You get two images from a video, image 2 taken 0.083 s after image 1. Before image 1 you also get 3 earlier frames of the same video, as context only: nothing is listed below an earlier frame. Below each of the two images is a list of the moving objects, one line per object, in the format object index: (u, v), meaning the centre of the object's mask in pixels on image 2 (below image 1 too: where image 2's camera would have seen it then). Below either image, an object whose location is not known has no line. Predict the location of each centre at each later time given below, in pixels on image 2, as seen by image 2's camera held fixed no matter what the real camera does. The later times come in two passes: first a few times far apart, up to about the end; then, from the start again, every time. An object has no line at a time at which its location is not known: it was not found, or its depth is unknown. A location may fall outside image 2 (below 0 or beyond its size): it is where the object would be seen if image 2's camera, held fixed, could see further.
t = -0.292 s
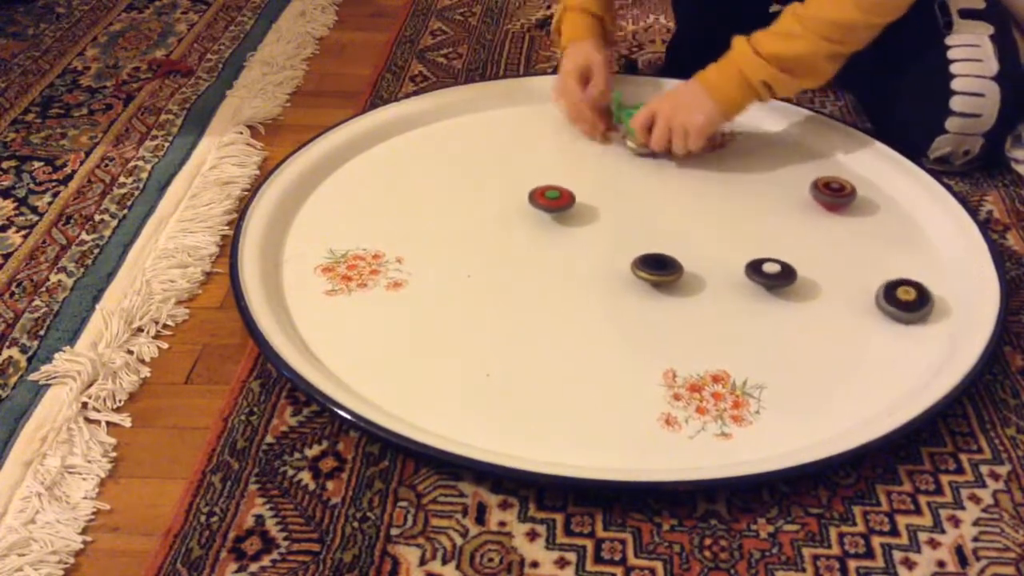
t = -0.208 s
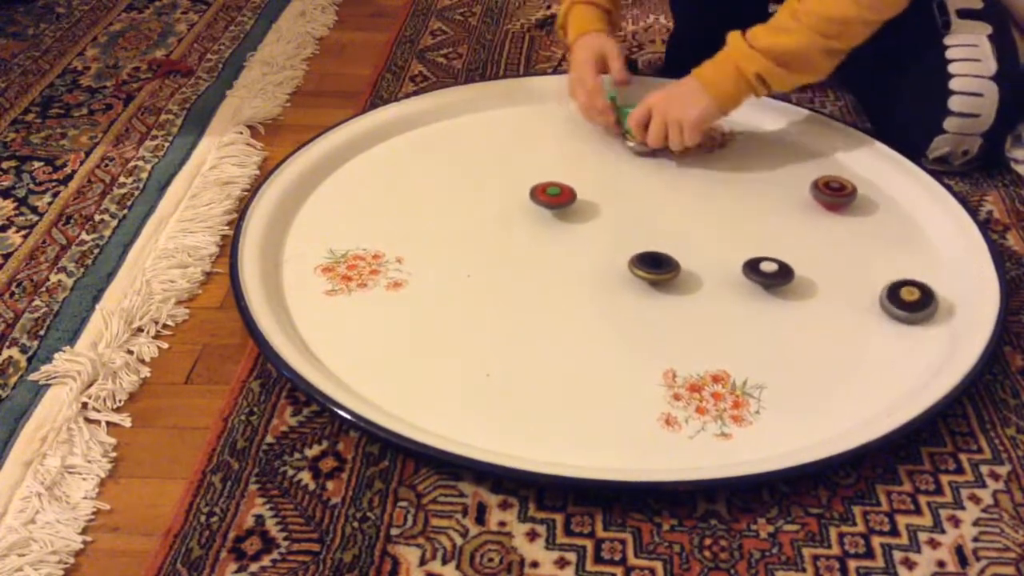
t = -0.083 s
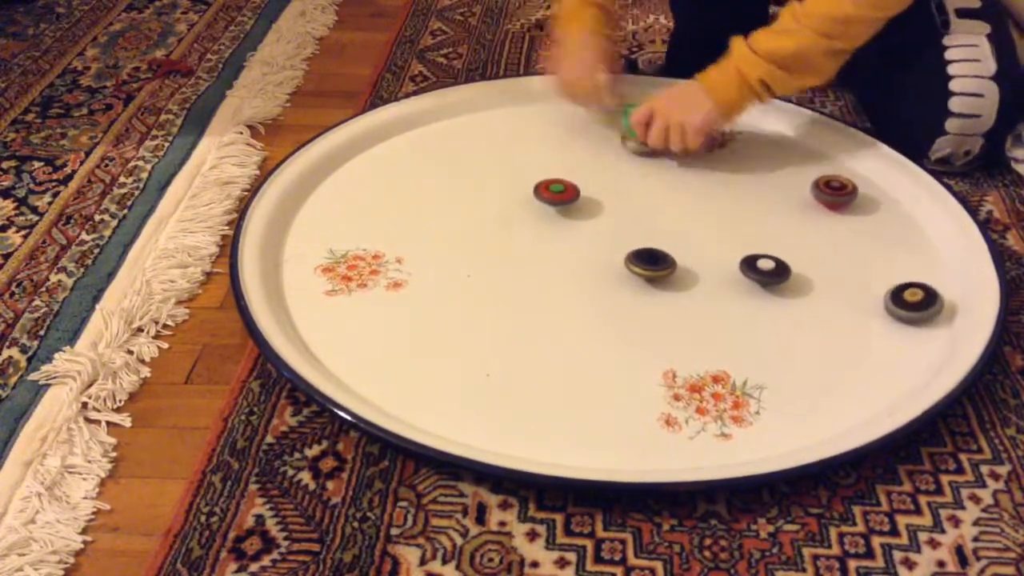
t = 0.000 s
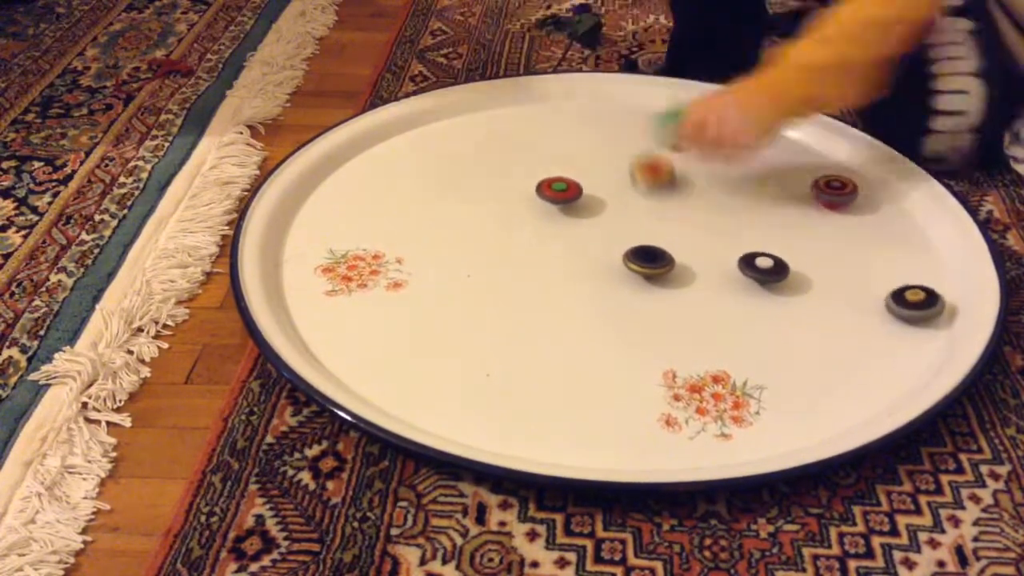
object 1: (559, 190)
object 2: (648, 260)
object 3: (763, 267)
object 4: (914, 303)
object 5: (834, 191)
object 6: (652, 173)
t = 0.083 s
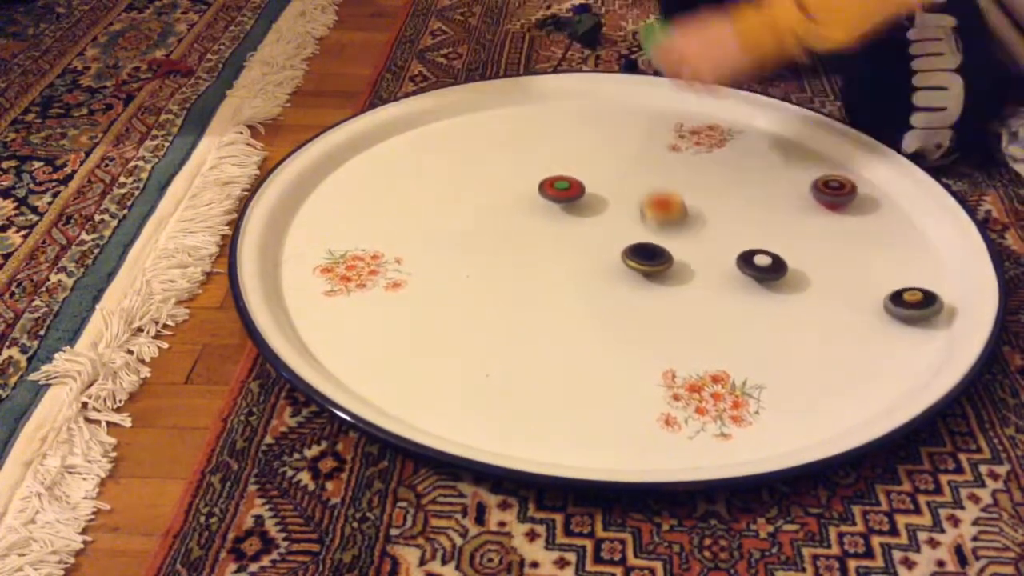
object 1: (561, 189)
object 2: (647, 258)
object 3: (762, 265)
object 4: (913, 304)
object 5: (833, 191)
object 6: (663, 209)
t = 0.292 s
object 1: (574, 184)
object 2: (624, 262)
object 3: (775, 264)
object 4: (906, 304)
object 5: (831, 192)
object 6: (705, 252)
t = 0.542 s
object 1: (584, 186)
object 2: (596, 266)
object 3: (817, 274)
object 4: (900, 299)
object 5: (825, 192)
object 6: (702, 262)
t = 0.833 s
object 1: (603, 197)
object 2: (568, 261)
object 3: (841, 292)
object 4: (906, 293)
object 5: (814, 190)
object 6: (700, 281)
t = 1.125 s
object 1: (629, 213)
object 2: (553, 250)
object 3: (831, 310)
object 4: (915, 295)
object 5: (806, 187)
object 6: (688, 298)
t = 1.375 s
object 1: (649, 229)
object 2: (552, 239)
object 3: (802, 315)
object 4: (912, 297)
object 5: (804, 184)
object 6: (667, 307)
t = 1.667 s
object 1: (667, 251)
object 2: (566, 229)
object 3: (766, 303)
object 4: (904, 293)
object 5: (804, 184)
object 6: (632, 311)
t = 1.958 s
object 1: (681, 273)
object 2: (591, 225)
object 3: (751, 283)
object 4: (907, 287)
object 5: (802, 185)
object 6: (593, 308)
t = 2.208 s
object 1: (691, 292)
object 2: (616, 227)
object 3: (761, 266)
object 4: (915, 287)
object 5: (795, 186)
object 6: (564, 301)
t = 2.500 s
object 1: (695, 311)
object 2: (643, 237)
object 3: (792, 258)
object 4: (914, 290)
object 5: (786, 185)
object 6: (540, 284)
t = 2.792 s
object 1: (696, 317)
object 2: (663, 253)
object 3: (828, 265)
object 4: (905, 285)
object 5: (777, 183)
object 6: (532, 266)
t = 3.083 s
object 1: (698, 315)
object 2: (674, 272)
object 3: (849, 281)
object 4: (909, 280)
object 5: (774, 181)
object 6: (537, 248)
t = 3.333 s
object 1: (701, 317)
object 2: (673, 281)
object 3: (844, 294)
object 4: (917, 281)
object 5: (772, 181)
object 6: (549, 234)
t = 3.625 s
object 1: (705, 324)
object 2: (660, 279)
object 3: (815, 298)
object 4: (915, 283)
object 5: (770, 182)
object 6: (572, 220)
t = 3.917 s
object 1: (707, 319)
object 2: (651, 274)
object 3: (783, 287)
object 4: (906, 279)
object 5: (764, 183)
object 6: (601, 212)
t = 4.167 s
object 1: (709, 312)
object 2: (646, 267)
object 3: (770, 271)
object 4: (909, 275)
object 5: (759, 183)
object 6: (629, 211)
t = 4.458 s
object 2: (648, 257)
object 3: (778, 254)
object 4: (917, 275)
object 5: (754, 182)
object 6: (666, 216)
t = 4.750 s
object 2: (654, 248)
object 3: (805, 246)
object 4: (913, 276)
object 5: (751, 182)
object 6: (701, 227)
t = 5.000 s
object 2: (663, 243)
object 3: (833, 251)
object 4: (907, 273)
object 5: (749, 183)
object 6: (720, 231)
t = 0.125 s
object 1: (563, 188)
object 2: (646, 256)
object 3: (760, 264)
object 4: (912, 304)
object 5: (833, 191)
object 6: (669, 225)
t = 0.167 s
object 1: (565, 186)
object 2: (644, 256)
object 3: (760, 262)
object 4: (911, 304)
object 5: (833, 191)
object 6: (676, 236)
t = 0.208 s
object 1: (568, 184)
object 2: (636, 259)
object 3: (760, 261)
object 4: (909, 304)
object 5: (832, 191)
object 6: (693, 246)
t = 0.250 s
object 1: (572, 184)
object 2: (629, 261)
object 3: (761, 260)
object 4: (908, 304)
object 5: (832, 191)
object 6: (709, 252)
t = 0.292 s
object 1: (574, 184)
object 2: (624, 262)
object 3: (775, 264)
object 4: (906, 304)
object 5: (831, 192)
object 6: (705, 252)
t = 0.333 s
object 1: (577, 184)
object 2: (619, 264)
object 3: (786, 266)
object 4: (904, 303)
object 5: (831, 192)
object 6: (701, 252)
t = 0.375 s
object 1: (578, 185)
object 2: (614, 265)
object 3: (794, 268)
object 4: (904, 303)
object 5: (830, 192)
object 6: (700, 253)
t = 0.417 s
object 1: (579, 185)
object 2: (610, 265)
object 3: (800, 269)
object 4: (902, 302)
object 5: (829, 192)
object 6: (700, 255)
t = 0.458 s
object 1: (581, 186)
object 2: (605, 266)
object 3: (806, 271)
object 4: (901, 301)
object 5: (827, 192)
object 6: (700, 258)
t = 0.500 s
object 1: (582, 186)
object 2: (601, 266)
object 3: (812, 273)
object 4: (900, 300)
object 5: (826, 192)
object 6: (701, 260)
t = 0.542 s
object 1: (584, 186)
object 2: (596, 266)
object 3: (817, 274)
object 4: (900, 299)
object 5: (825, 192)
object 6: (702, 262)
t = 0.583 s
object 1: (586, 187)
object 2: (591, 266)
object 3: (822, 276)
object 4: (900, 298)
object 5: (823, 192)
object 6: (702, 265)
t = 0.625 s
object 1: (588, 188)
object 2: (587, 265)
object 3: (826, 278)
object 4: (900, 297)
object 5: (822, 192)
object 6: (702, 268)
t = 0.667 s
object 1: (591, 189)
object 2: (583, 264)
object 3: (830, 281)
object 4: (900, 296)
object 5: (820, 192)
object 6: (702, 270)
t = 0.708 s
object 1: (594, 191)
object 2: (579, 264)
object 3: (834, 284)
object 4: (901, 295)
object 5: (818, 191)
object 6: (702, 273)
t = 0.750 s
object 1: (597, 193)
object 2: (575, 263)
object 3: (837, 287)
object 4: (902, 294)
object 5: (817, 191)
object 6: (701, 276)
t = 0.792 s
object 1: (600, 195)
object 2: (571, 262)
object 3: (839, 290)
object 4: (904, 294)
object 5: (815, 191)
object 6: (701, 278)
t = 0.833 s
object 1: (603, 197)
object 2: (568, 261)
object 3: (841, 292)
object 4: (906, 293)
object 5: (814, 190)
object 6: (700, 281)
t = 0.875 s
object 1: (607, 199)
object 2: (565, 260)
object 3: (842, 295)
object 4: (907, 293)
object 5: (813, 190)
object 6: (699, 284)
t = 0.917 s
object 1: (610, 201)
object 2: (562, 258)
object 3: (842, 298)
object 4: (909, 293)
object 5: (811, 189)
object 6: (698, 286)
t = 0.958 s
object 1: (614, 203)
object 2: (560, 257)
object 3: (841, 301)
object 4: (911, 294)
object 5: (810, 189)
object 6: (697, 289)
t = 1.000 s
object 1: (618, 206)
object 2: (557, 255)
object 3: (840, 304)
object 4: (912, 294)
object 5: (808, 188)
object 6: (695, 291)
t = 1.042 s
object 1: (621, 208)
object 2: (556, 253)
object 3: (838, 306)
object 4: (914, 294)
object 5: (808, 188)
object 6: (693, 293)
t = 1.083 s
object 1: (625, 210)
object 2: (554, 252)
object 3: (835, 308)
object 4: (915, 295)
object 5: (807, 187)
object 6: (691, 296)
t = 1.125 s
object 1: (629, 213)
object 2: (553, 250)
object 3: (831, 310)
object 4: (915, 295)
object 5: (806, 187)
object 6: (688, 298)
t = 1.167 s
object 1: (632, 216)
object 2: (552, 248)
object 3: (827, 312)
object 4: (916, 295)
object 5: (805, 186)
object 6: (685, 299)
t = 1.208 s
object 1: (636, 218)
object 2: (551, 246)
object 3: (823, 313)
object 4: (916, 296)
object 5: (805, 186)
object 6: (682, 301)
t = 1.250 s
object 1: (639, 221)
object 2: (551, 244)
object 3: (818, 314)
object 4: (915, 297)
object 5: (804, 185)
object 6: (679, 303)
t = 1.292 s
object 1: (642, 224)
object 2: (551, 243)
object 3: (813, 315)
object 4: (915, 297)
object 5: (804, 185)
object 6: (675, 304)
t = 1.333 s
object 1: (646, 226)
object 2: (552, 241)
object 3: (808, 315)
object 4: (913, 297)
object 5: (804, 185)
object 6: (671, 305)
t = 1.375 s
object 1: (649, 229)
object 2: (552, 239)
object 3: (802, 315)
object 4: (912, 297)
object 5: (804, 184)
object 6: (667, 307)
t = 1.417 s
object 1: (652, 232)
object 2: (553, 237)
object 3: (797, 314)
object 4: (912, 297)
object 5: (804, 184)
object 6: (663, 308)
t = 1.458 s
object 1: (655, 235)
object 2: (555, 236)
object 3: (791, 313)
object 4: (909, 297)
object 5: (804, 184)
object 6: (658, 309)
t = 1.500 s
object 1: (657, 238)
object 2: (556, 234)
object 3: (786, 312)
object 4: (907, 296)
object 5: (804, 184)
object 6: (653, 310)
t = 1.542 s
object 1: (659, 241)
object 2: (558, 233)
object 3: (780, 310)
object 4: (907, 295)
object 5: (804, 184)
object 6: (648, 310)
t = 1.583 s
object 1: (662, 244)
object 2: (561, 231)
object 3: (775, 308)
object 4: (905, 294)
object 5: (804, 183)
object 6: (643, 310)
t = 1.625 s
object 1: (664, 247)
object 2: (563, 230)
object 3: (770, 306)
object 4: (904, 294)
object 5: (804, 184)
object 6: (637, 311)
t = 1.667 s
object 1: (667, 251)
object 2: (566, 229)
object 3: (766, 303)
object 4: (904, 293)
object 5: (804, 184)
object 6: (632, 311)
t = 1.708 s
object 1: (669, 254)
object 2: (569, 228)
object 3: (762, 301)
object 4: (903, 292)
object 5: (804, 184)
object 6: (627, 311)
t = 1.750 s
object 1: (671, 257)
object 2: (573, 227)
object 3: (759, 298)
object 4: (903, 290)
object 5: (804, 184)
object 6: (621, 311)
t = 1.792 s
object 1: (674, 260)
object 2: (576, 226)
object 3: (756, 295)
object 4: (903, 290)
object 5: (803, 184)
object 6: (615, 311)
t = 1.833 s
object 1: (676, 263)
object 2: (579, 226)
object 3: (754, 292)
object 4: (903, 289)
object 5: (803, 184)
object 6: (610, 310)
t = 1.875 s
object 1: (678, 267)
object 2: (583, 225)
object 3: (752, 289)
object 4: (904, 288)
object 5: (803, 185)
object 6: (604, 310)
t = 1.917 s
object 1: (680, 270)
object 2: (587, 225)
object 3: (751, 286)
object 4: (905, 288)
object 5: (802, 185)
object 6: (599, 309)
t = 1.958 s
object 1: (681, 273)
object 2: (591, 225)
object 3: (751, 283)
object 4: (907, 287)
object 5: (802, 185)
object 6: (593, 308)
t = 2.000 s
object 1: (683, 276)
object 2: (595, 225)
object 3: (751, 279)
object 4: (909, 287)
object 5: (800, 185)
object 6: (588, 307)
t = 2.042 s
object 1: (685, 279)
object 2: (599, 225)
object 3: (752, 276)
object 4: (910, 287)
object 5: (800, 185)
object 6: (583, 306)
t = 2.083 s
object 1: (686, 282)
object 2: (603, 225)
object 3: (753, 273)
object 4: (912, 287)
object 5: (799, 185)
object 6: (578, 305)
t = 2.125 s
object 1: (688, 286)
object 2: (607, 226)
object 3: (755, 271)
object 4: (914, 287)
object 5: (798, 185)
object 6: (573, 304)
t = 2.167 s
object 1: (689, 289)
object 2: (611, 226)
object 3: (758, 268)
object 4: (914, 287)
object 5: (796, 186)
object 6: (568, 303)
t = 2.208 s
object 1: (691, 292)
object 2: (616, 227)
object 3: (761, 266)
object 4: (915, 287)
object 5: (795, 186)
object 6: (564, 301)
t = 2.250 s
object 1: (692, 295)
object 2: (620, 228)
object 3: (764, 264)
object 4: (917, 288)
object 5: (794, 185)
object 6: (560, 299)
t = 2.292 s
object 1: (692, 297)
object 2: (624, 229)
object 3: (768, 262)
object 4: (917, 288)
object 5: (792, 185)
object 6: (556, 297)
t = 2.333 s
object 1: (693, 300)
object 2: (628, 230)
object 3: (772, 261)
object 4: (916, 289)
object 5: (791, 186)
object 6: (552, 295)
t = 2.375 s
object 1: (694, 303)
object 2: (632, 232)
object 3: (777, 259)
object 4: (917, 289)
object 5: (790, 185)
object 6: (549, 292)
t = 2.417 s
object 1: (695, 306)
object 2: (635, 233)
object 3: (782, 259)
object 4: (915, 289)
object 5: (788, 185)
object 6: (545, 290)
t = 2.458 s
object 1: (695, 308)
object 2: (639, 235)
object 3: (787, 258)
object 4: (915, 290)
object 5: (787, 185)
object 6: (542, 287)
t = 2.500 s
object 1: (695, 311)
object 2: (643, 237)
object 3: (792, 258)
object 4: (914, 290)
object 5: (786, 185)
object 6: (540, 284)
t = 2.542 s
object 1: (695, 313)
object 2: (646, 239)
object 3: (797, 258)
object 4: (912, 289)
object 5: (785, 185)
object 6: (538, 282)
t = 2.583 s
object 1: (695, 315)
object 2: (649, 241)
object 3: (803, 258)
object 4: (910, 289)
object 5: (783, 184)
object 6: (537, 279)
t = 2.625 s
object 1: (695, 316)
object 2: (652, 243)
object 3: (808, 259)
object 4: (910, 288)
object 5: (782, 184)
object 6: (535, 277)
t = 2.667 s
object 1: (695, 317)
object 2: (655, 245)
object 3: (814, 260)
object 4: (908, 288)
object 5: (781, 183)
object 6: (534, 274)
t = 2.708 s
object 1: (695, 317)
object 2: (657, 248)
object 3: (819, 261)
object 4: (907, 287)
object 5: (780, 183)
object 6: (533, 272)
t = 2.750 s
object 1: (696, 317)
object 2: (660, 250)
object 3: (824, 263)
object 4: (906, 286)
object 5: (779, 183)
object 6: (532, 269)
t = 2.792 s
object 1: (696, 317)
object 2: (663, 253)
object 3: (828, 265)
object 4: (905, 285)
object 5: (777, 183)
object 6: (532, 266)
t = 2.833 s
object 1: (697, 317)
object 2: (665, 256)
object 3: (832, 267)
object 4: (905, 285)
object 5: (777, 182)
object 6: (532, 264)
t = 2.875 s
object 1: (697, 317)
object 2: (667, 258)
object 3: (836, 269)
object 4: (905, 284)
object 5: (776, 182)
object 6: (532, 261)
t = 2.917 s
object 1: (698, 317)
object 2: (669, 261)
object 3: (840, 271)
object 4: (905, 283)
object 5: (776, 182)
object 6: (532, 258)
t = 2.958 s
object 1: (698, 317)
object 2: (670, 264)
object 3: (843, 274)
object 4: (905, 282)
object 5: (775, 182)
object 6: (533, 256)
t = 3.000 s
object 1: (698, 316)
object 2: (672, 266)
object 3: (845, 276)
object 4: (906, 282)
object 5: (775, 182)
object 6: (534, 253)
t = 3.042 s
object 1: (698, 316)
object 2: (673, 269)
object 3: (847, 278)
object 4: (907, 281)
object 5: (775, 181)
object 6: (535, 250)
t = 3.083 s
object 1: (698, 315)
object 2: (674, 272)
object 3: (849, 281)
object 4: (909, 280)
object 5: (774, 181)
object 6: (537, 248)
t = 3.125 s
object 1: (699, 315)
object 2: (674, 275)
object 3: (850, 283)
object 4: (910, 280)
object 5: (774, 181)
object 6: (538, 245)
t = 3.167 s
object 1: (699, 314)
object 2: (675, 277)
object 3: (850, 286)
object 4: (911, 280)
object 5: (773, 181)
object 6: (540, 243)
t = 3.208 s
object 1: (698, 313)
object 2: (675, 280)
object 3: (849, 288)
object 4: (913, 280)
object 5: (773, 181)
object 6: (542, 241)
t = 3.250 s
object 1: (698, 312)
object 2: (675, 282)
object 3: (848, 290)
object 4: (915, 281)
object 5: (773, 181)
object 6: (544, 238)
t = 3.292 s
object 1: (699, 313)
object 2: (674, 283)
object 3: (846, 292)
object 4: (916, 281)
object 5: (773, 181)
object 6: (547, 236)
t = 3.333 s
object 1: (701, 317)
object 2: (673, 281)
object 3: (844, 294)
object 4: (917, 281)
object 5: (772, 181)
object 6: (549, 234)
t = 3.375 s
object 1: (704, 321)
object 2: (671, 280)
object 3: (841, 295)
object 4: (918, 282)
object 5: (772, 181)
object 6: (552, 232)
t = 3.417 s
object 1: (704, 322)
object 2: (669, 280)
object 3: (837, 297)
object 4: (917, 282)
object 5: (772, 181)
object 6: (555, 230)
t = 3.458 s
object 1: (704, 324)
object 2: (667, 280)
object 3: (833, 298)
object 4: (917, 282)
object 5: (771, 181)
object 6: (558, 227)
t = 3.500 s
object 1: (704, 324)
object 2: (665, 280)
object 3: (829, 298)
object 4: (917, 283)
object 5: (771, 181)
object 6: (562, 225)
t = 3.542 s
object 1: (704, 324)
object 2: (664, 280)
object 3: (824, 298)
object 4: (916, 283)
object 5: (771, 182)
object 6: (565, 224)
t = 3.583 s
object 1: (704, 324)
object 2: (662, 279)
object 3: (820, 298)
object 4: (915, 283)
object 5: (770, 182)
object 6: (569, 222)
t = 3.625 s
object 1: (705, 324)
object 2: (660, 279)
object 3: (815, 298)
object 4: (915, 283)
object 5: (770, 182)
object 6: (572, 220)
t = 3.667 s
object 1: (706, 324)
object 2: (659, 278)
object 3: (810, 297)
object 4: (912, 282)
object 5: (769, 182)
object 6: (576, 219)
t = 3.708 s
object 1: (706, 323)
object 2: (657, 278)
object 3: (805, 296)
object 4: (911, 282)
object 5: (769, 182)
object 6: (580, 217)
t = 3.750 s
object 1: (706, 323)
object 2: (656, 277)
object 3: (800, 295)
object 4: (911, 282)
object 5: (768, 182)
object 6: (584, 216)
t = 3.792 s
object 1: (707, 322)
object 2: (655, 277)
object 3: (795, 293)
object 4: (909, 281)
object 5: (767, 182)
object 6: (588, 215)
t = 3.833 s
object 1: (707, 321)
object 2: (653, 276)
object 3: (791, 292)
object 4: (908, 280)
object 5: (766, 183)
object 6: (592, 213)
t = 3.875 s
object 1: (707, 320)
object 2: (652, 275)
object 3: (787, 290)
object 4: (907, 280)
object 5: (765, 182)
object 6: (597, 213)
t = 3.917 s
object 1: (707, 319)
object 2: (651, 274)
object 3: (783, 287)
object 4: (906, 279)
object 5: (764, 183)
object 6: (601, 212)
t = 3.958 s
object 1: (707, 318)
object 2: (650, 273)
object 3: (780, 285)
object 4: (906, 278)
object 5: (764, 183)
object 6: (606, 212)
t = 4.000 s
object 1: (707, 317)
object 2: (649, 272)
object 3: (777, 282)
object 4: (906, 278)
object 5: (763, 183)
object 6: (610, 211)
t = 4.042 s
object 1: (708, 316)
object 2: (648, 271)
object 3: (774, 280)
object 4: (906, 277)
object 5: (762, 183)
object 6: (615, 211)
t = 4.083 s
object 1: (708, 314)
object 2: (647, 270)
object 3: (772, 277)
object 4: (907, 276)
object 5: (761, 182)
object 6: (620, 211)
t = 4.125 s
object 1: (709, 313)
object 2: (647, 268)
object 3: (771, 274)
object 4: (908, 276)
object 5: (760, 183)
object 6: (624, 210)
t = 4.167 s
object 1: (709, 312)
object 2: (646, 267)
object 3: (770, 271)
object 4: (909, 275)
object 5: (759, 183)
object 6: (629, 211)
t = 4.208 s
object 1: (710, 310)
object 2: (646, 266)
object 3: (769, 268)
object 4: (910, 275)
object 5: (758, 182)
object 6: (634, 211)
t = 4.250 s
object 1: (710, 308)
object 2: (646, 264)
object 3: (769, 265)
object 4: (912, 275)
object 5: (758, 182)
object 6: (639, 211)
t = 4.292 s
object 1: (711, 306)
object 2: (646, 263)
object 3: (770, 263)
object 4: (913, 275)
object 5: (757, 182)
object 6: (645, 212)
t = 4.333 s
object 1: (712, 303)
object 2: (647, 261)
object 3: (771, 260)
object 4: (914, 275)
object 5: (756, 182)
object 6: (650, 212)
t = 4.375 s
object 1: (713, 300)
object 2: (647, 260)
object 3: (773, 258)
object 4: (916, 276)
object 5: (755, 182)
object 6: (655, 213)
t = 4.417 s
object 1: (713, 297)
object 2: (647, 258)
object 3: (775, 256)
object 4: (916, 275)
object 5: (755, 182)
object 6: (661, 214)
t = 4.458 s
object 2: (648, 257)
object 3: (778, 254)
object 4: (917, 275)
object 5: (754, 182)
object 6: (666, 216)
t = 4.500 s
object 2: (648, 255)
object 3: (781, 252)
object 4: (918, 276)
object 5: (754, 182)
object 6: (672, 217)
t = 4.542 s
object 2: (649, 254)
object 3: (784, 250)
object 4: (917, 277)
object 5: (753, 182)
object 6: (677, 218)
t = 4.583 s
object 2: (650, 253)
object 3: (788, 249)
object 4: (917, 277)
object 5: (752, 182)
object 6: (682, 220)
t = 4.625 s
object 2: (651, 252)
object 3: (792, 248)
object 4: (917, 277)
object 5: (752, 182)
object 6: (687, 222)
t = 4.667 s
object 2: (652, 251)
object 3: (796, 247)
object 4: (915, 277)
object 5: (752, 182)
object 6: (692, 224)
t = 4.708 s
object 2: (653, 249)
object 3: (801, 246)
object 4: (914, 277)
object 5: (752, 182)
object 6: (697, 225)
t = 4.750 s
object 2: (654, 248)
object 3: (805, 246)
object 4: (913, 276)
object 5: (751, 182)
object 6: (701, 227)
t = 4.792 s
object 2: (656, 247)
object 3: (810, 247)
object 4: (911, 277)
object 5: (751, 182)
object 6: (705, 228)
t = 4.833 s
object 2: (657, 246)
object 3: (814, 247)
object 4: (910, 276)
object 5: (750, 182)
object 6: (709, 230)
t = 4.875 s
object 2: (659, 245)
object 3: (819, 247)
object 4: (910, 275)
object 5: (750, 183)
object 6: (712, 231)
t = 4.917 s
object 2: (660, 244)
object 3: (824, 248)
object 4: (908, 275)
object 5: (749, 183)
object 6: (715, 231)
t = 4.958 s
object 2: (662, 243)
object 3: (828, 249)
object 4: (908, 274)
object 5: (749, 183)
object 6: (718, 231)
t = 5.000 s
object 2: (663, 243)
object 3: (833, 251)
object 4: (907, 273)
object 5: (749, 183)
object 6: (720, 231)
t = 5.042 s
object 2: (665, 242)
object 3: (837, 252)
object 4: (907, 273)
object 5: (748, 184)
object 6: (721, 230)
